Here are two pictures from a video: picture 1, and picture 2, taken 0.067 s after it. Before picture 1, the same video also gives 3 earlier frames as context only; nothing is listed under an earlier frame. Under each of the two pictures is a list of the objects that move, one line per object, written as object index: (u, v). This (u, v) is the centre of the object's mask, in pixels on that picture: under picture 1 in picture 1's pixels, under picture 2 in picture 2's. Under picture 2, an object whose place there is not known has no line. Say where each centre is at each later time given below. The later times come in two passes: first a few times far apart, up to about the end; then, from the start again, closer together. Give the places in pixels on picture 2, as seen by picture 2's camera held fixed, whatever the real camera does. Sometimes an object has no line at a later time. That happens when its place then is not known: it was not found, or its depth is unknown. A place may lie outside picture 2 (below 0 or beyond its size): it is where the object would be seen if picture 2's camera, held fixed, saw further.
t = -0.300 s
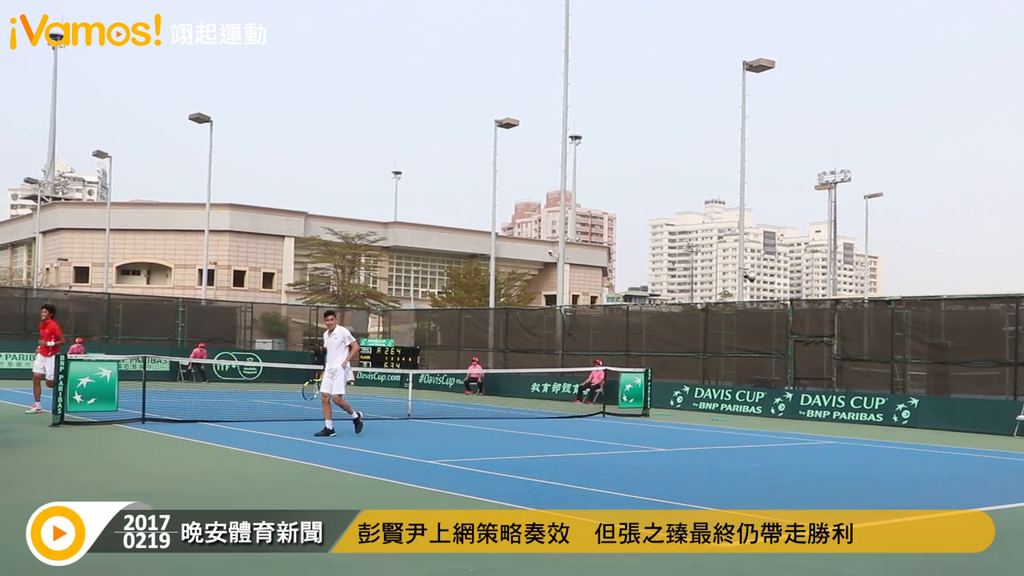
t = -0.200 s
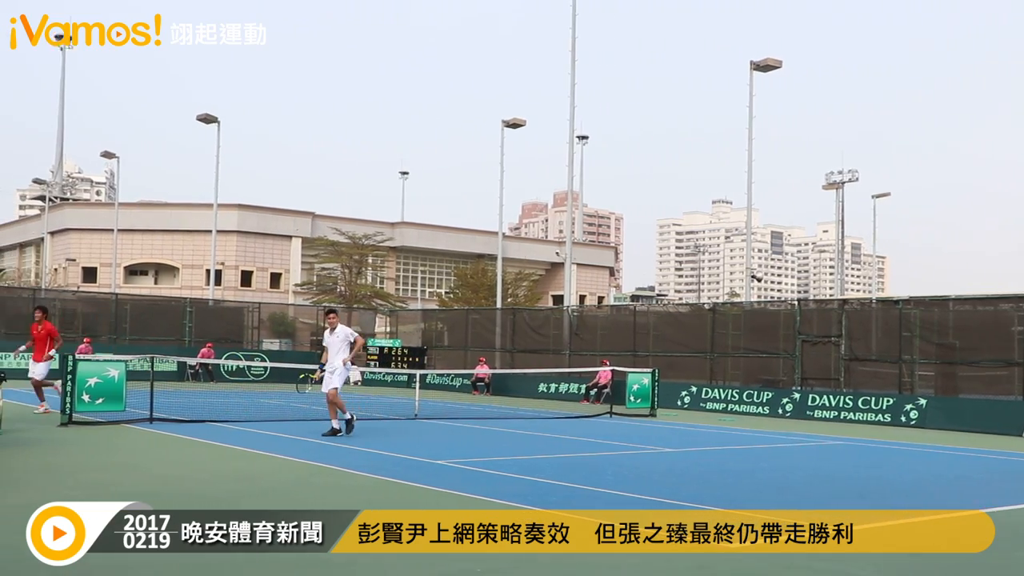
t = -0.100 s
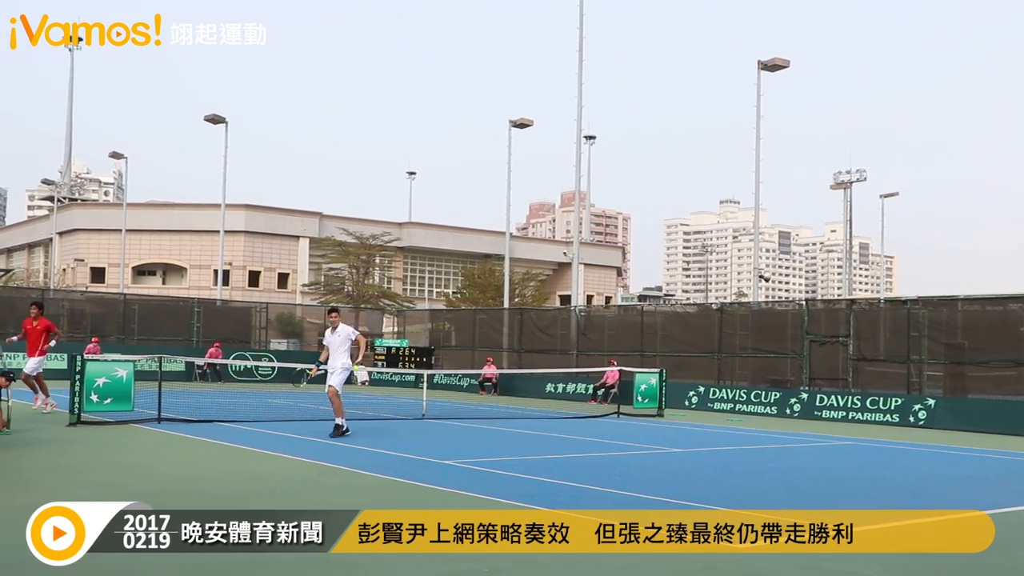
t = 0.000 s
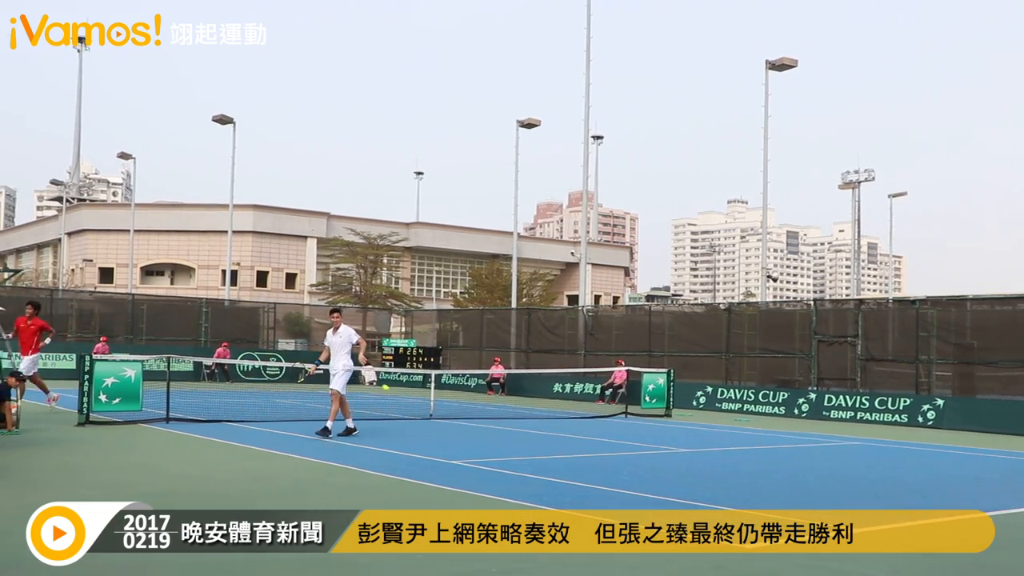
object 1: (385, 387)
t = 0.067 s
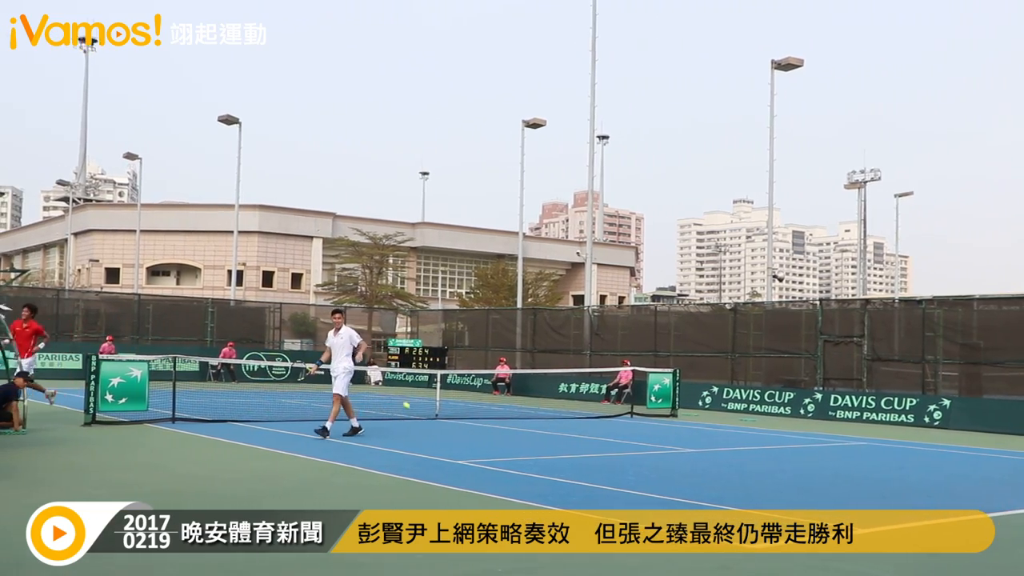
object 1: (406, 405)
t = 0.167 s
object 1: (432, 440)
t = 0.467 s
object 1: (497, 399)
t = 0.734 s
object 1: (558, 411)
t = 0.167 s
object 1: (432, 440)
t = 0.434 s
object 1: (490, 403)
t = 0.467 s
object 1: (497, 399)
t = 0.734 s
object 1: (558, 411)
